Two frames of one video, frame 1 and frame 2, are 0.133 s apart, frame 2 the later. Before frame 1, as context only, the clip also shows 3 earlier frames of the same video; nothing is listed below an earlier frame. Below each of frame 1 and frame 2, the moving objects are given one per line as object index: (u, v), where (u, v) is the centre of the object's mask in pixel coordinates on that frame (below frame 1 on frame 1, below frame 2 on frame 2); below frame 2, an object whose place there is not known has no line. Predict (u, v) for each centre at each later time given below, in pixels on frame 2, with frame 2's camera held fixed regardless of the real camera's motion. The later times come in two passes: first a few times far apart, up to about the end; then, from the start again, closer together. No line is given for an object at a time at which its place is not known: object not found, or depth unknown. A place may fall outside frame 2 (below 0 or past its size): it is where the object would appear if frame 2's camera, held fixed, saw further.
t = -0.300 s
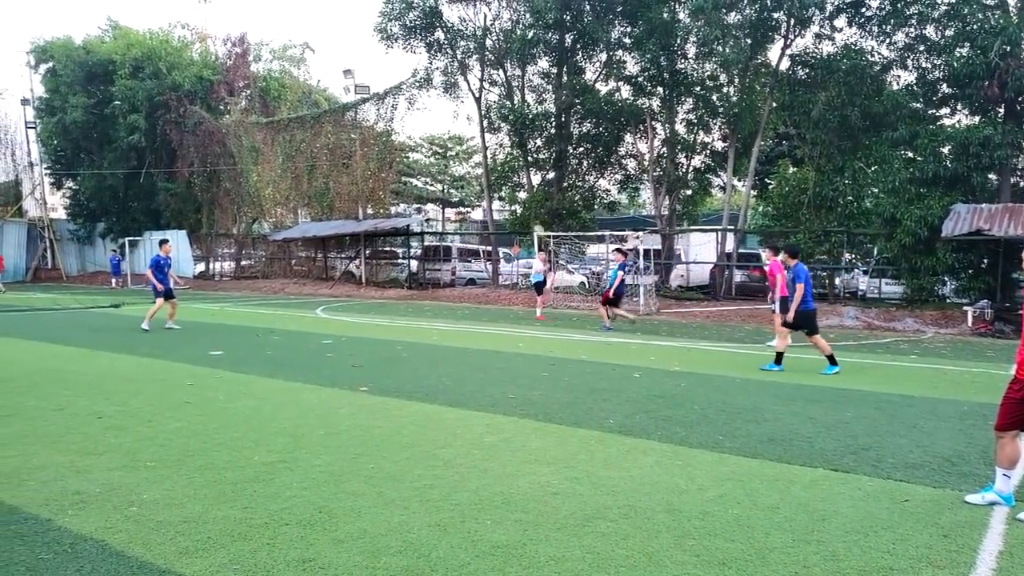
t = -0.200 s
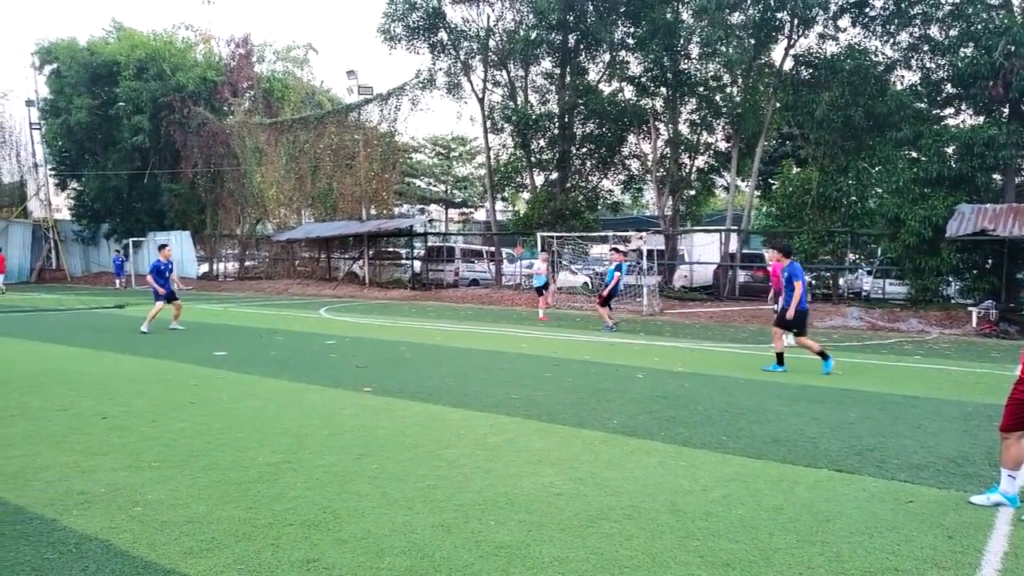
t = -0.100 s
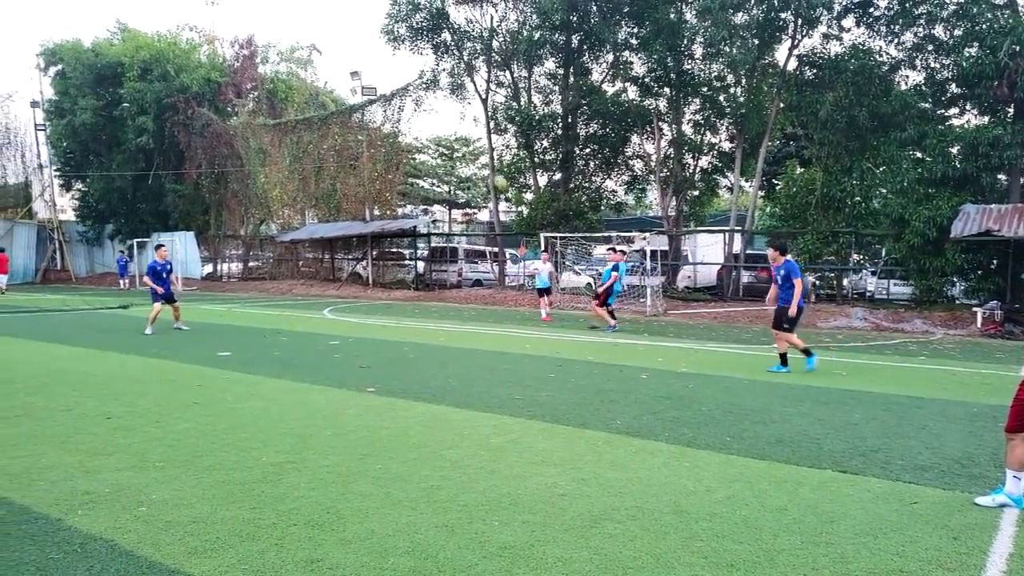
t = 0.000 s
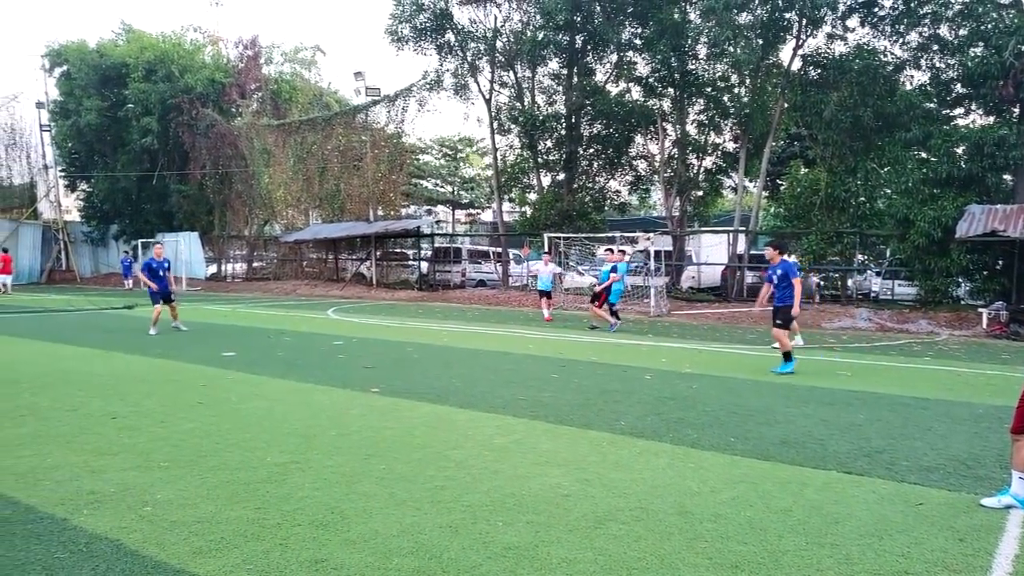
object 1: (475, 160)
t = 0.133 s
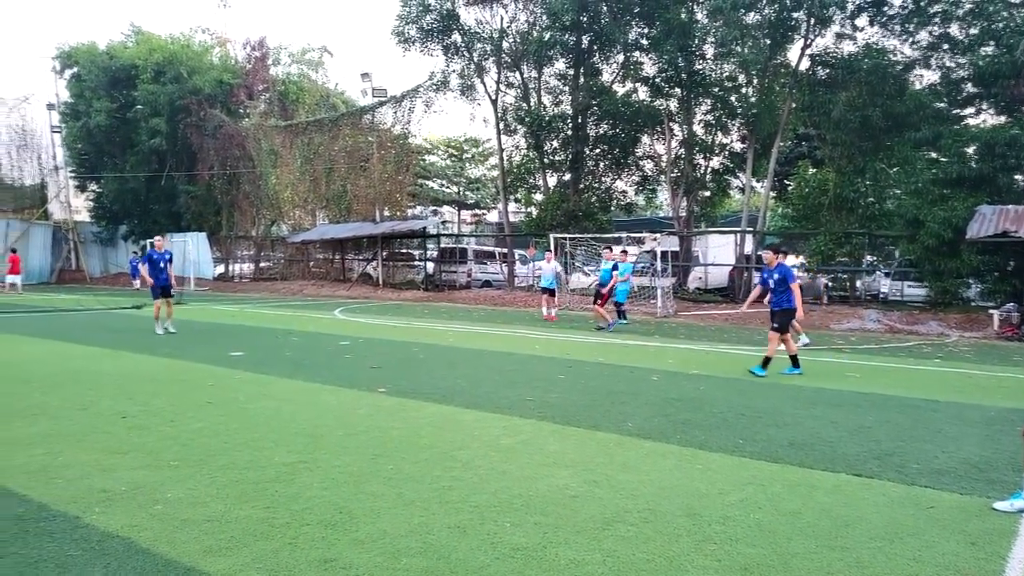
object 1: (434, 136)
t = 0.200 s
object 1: (406, 128)
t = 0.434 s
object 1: (275, 121)
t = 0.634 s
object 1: (90, 174)
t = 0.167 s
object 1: (420, 135)
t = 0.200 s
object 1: (406, 128)
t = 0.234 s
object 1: (395, 123)
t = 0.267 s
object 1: (374, 120)
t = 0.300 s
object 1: (356, 118)
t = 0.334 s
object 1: (338, 117)
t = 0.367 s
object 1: (319, 118)
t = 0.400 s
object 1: (298, 119)
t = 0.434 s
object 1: (275, 121)
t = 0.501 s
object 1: (224, 129)
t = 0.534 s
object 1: (197, 137)
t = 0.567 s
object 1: (164, 147)
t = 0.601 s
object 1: (129, 160)
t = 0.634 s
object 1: (90, 174)
